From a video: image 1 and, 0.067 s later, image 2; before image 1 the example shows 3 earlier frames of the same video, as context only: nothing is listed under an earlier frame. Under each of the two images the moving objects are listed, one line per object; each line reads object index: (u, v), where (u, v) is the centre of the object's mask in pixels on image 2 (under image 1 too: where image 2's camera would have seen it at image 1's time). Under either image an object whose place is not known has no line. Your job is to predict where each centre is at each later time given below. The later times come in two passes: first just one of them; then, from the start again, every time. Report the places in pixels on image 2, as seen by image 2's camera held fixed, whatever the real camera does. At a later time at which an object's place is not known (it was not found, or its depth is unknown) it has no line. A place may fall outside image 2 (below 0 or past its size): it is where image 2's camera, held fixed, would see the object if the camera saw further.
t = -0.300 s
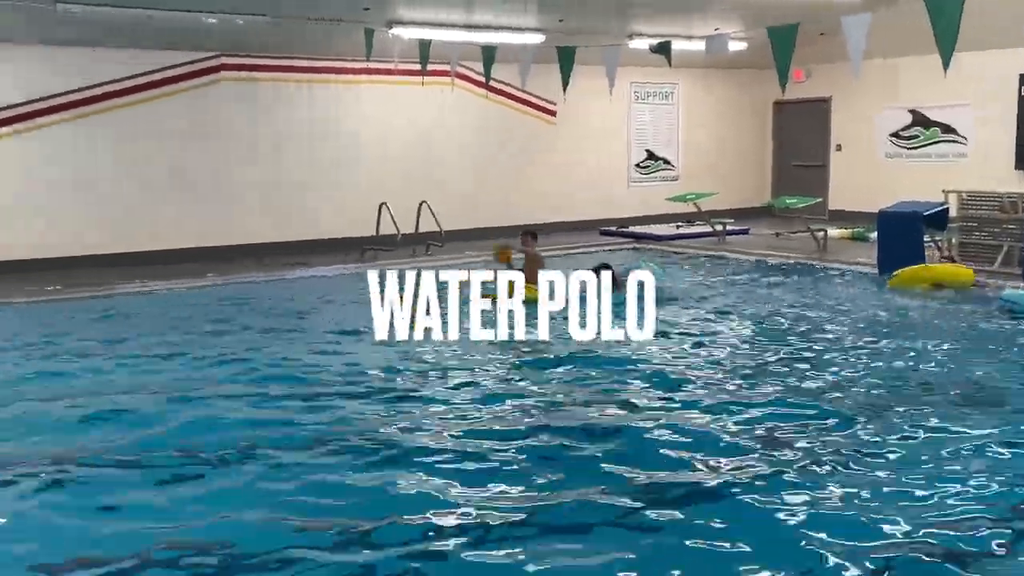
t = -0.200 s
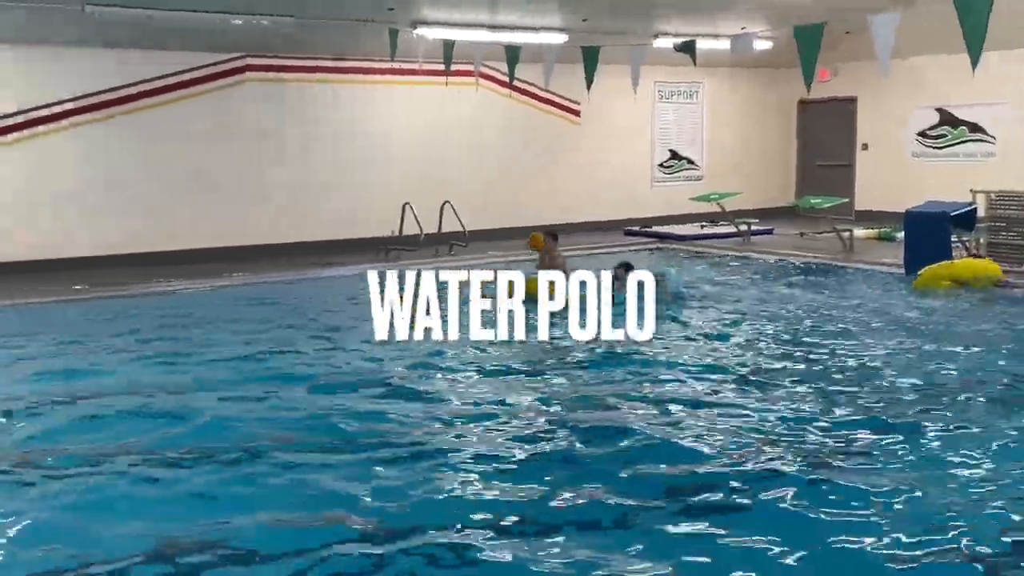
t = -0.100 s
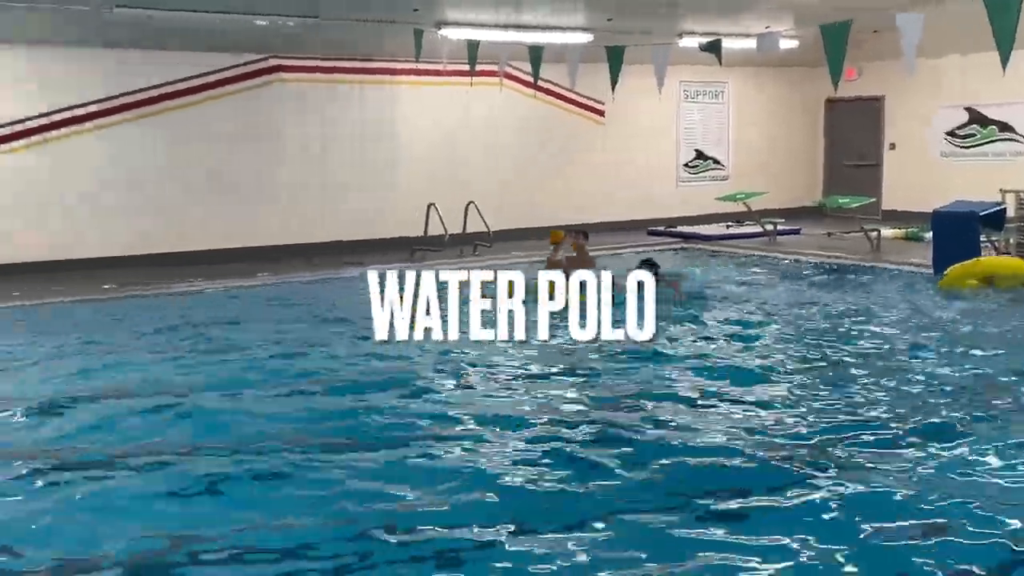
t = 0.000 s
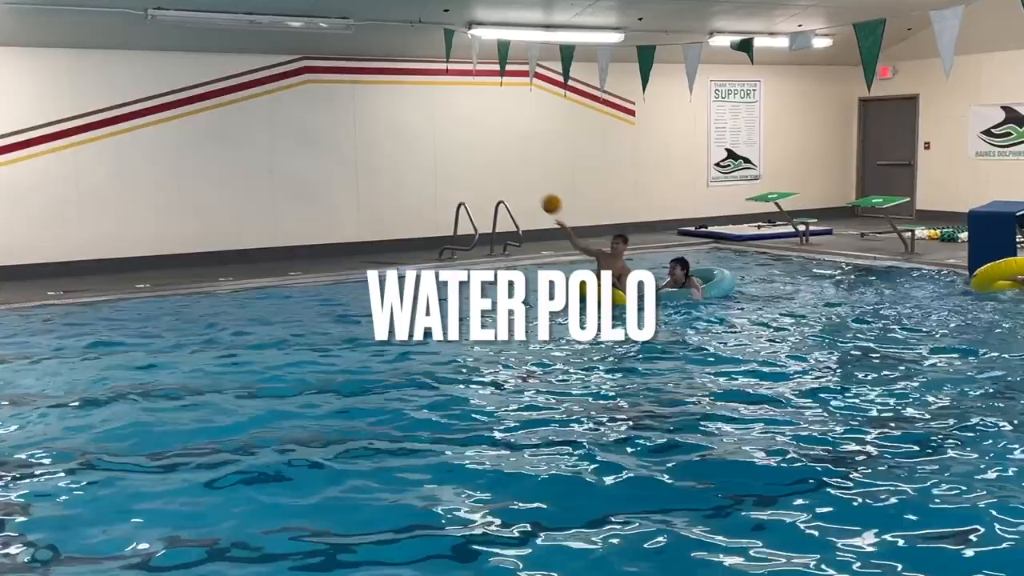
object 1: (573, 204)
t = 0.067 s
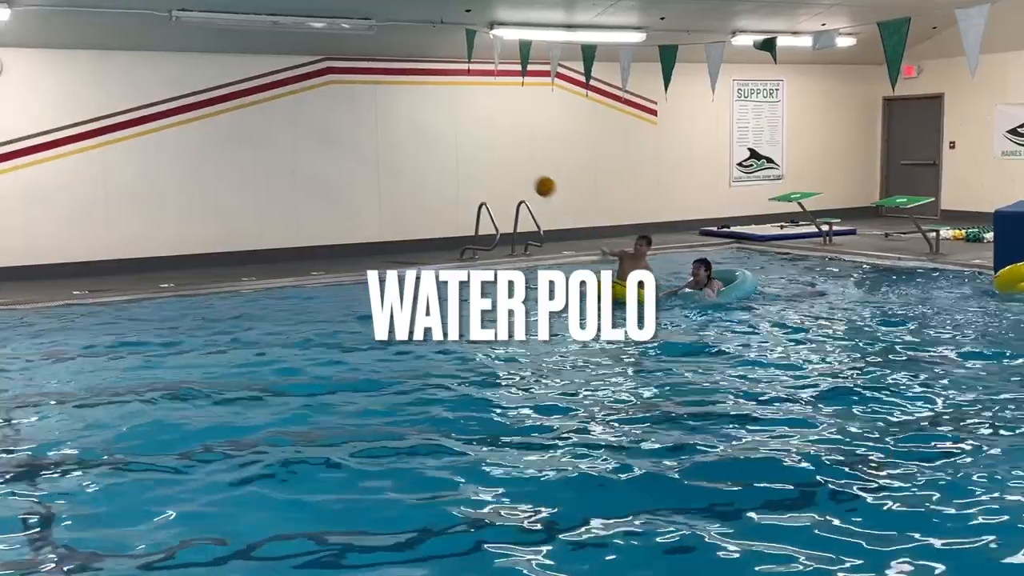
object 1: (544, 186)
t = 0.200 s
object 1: (479, 159)
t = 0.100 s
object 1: (530, 179)
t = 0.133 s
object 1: (514, 171)
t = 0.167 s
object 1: (497, 165)
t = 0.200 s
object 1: (479, 159)
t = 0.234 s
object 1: (461, 154)
